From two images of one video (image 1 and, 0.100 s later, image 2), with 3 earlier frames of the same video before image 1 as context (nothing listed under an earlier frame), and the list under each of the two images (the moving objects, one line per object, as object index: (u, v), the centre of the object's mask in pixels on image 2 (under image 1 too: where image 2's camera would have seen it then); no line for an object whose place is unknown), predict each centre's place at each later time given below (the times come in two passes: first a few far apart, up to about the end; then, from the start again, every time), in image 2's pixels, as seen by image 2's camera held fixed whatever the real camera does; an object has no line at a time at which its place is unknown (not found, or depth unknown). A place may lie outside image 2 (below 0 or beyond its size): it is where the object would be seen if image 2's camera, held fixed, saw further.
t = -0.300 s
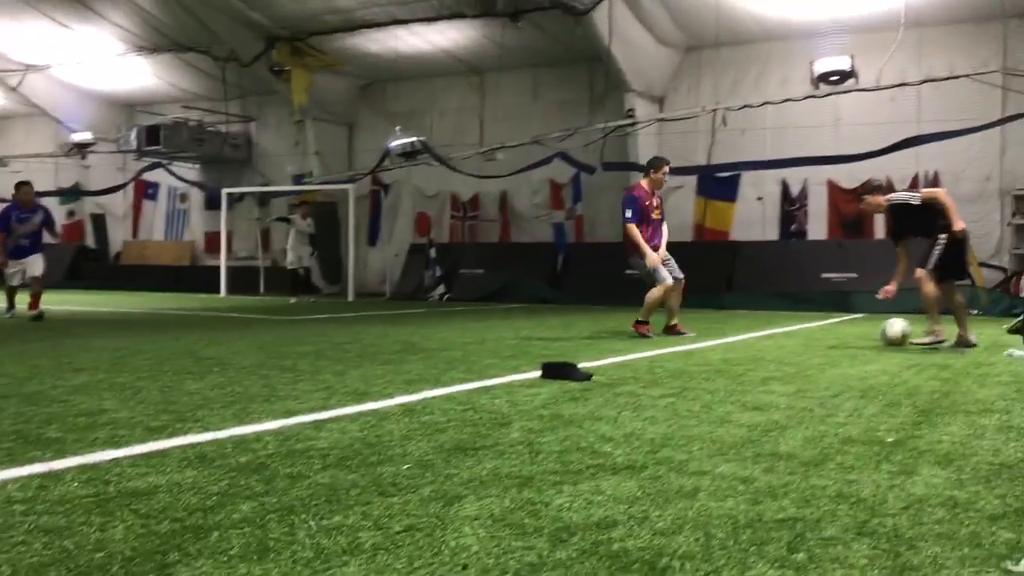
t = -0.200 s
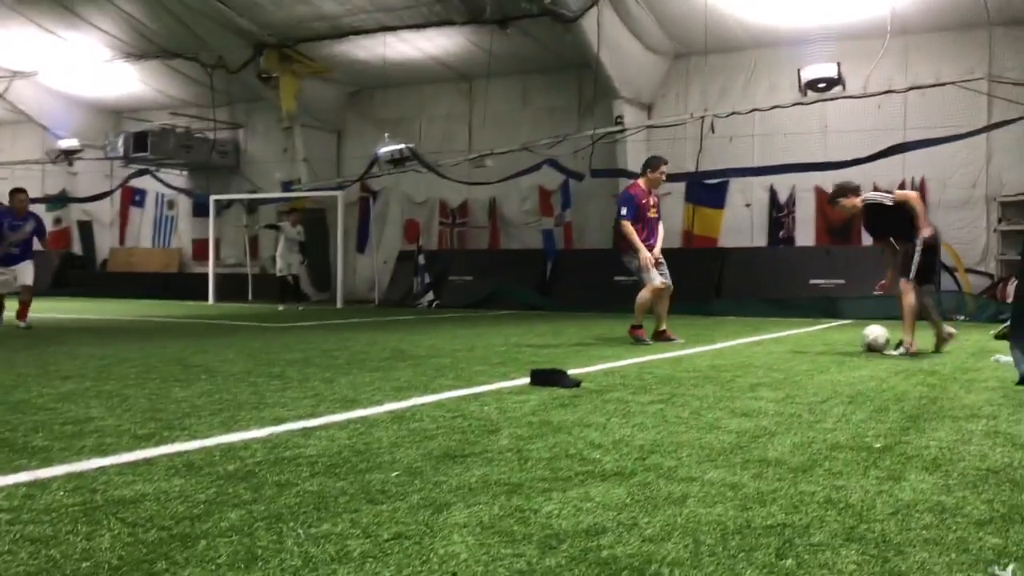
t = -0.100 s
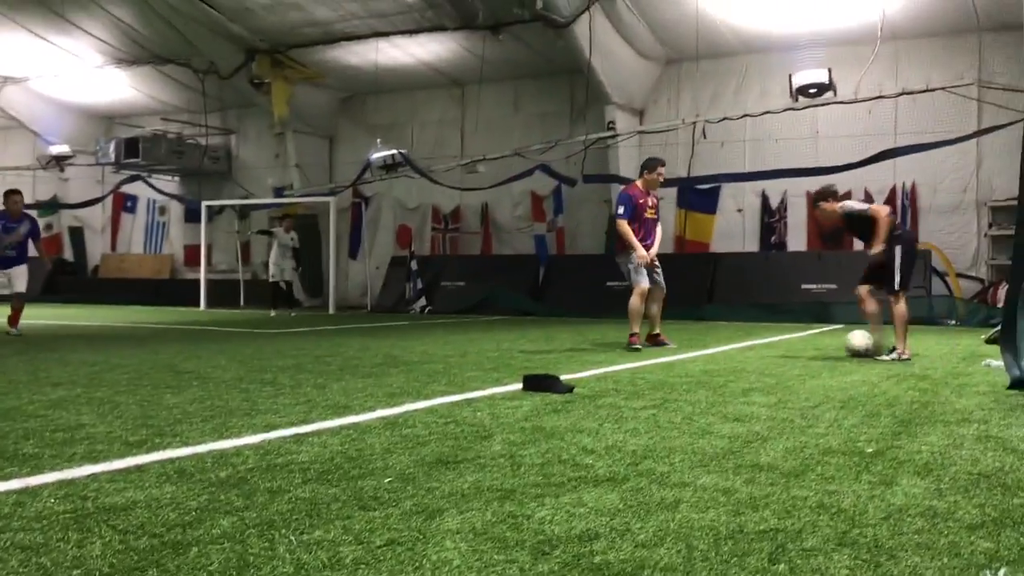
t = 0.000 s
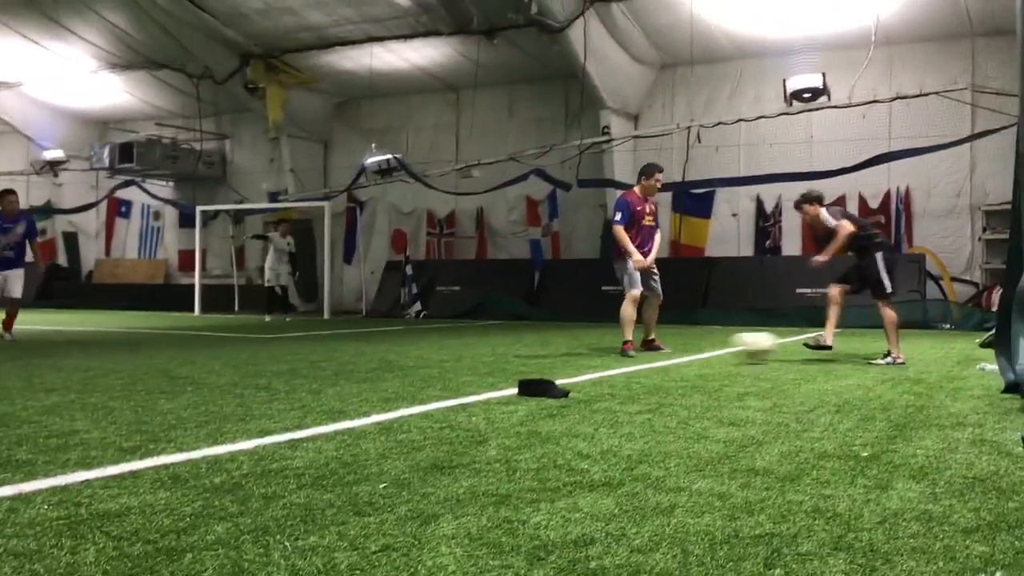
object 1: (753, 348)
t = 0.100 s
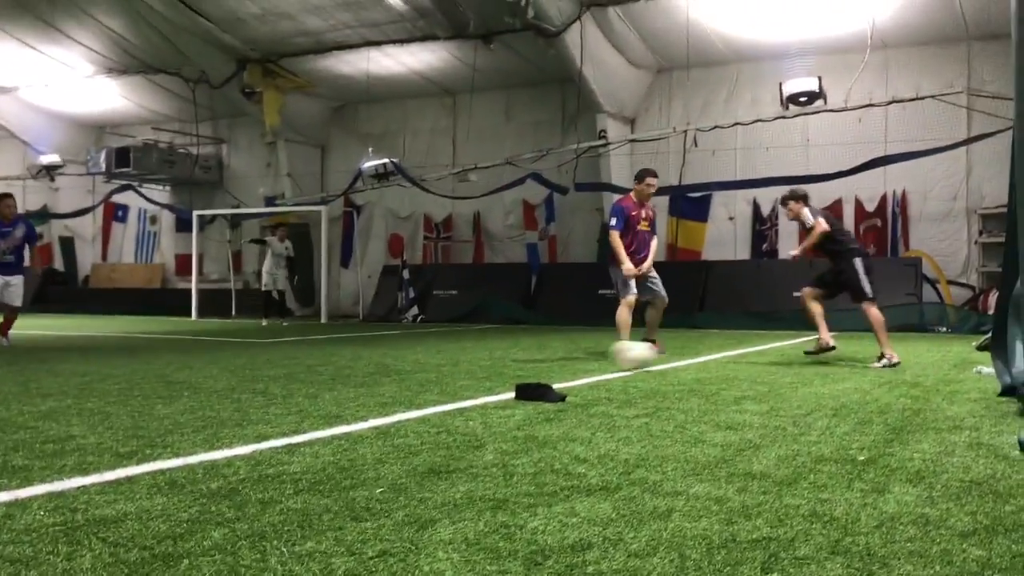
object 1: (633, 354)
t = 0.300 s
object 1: (394, 361)
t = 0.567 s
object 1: (35, 375)
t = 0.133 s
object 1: (597, 352)
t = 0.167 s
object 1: (560, 353)
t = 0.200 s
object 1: (518, 357)
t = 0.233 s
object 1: (477, 360)
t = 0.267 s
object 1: (434, 363)
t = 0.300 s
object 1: (394, 361)
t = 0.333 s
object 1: (352, 362)
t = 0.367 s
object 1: (306, 366)
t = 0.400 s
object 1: (260, 370)
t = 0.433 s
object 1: (218, 370)
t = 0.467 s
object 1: (174, 369)
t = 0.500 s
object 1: (128, 372)
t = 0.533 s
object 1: (79, 377)
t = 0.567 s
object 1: (35, 375)
